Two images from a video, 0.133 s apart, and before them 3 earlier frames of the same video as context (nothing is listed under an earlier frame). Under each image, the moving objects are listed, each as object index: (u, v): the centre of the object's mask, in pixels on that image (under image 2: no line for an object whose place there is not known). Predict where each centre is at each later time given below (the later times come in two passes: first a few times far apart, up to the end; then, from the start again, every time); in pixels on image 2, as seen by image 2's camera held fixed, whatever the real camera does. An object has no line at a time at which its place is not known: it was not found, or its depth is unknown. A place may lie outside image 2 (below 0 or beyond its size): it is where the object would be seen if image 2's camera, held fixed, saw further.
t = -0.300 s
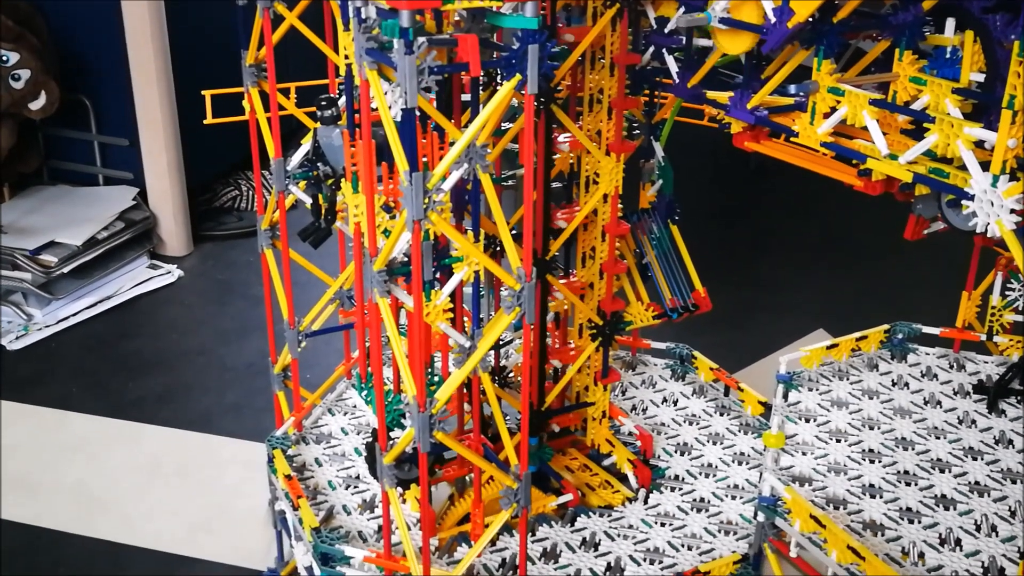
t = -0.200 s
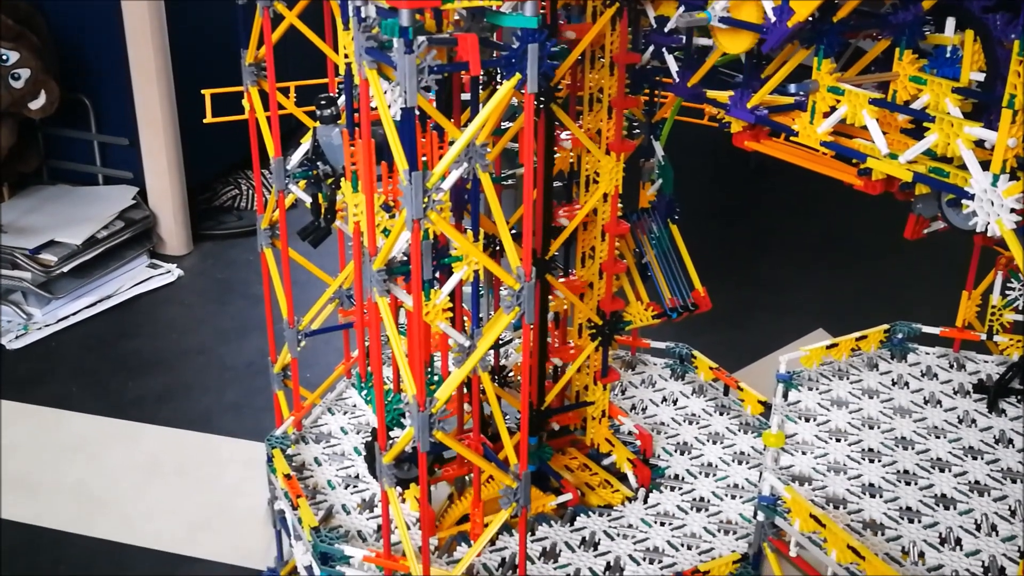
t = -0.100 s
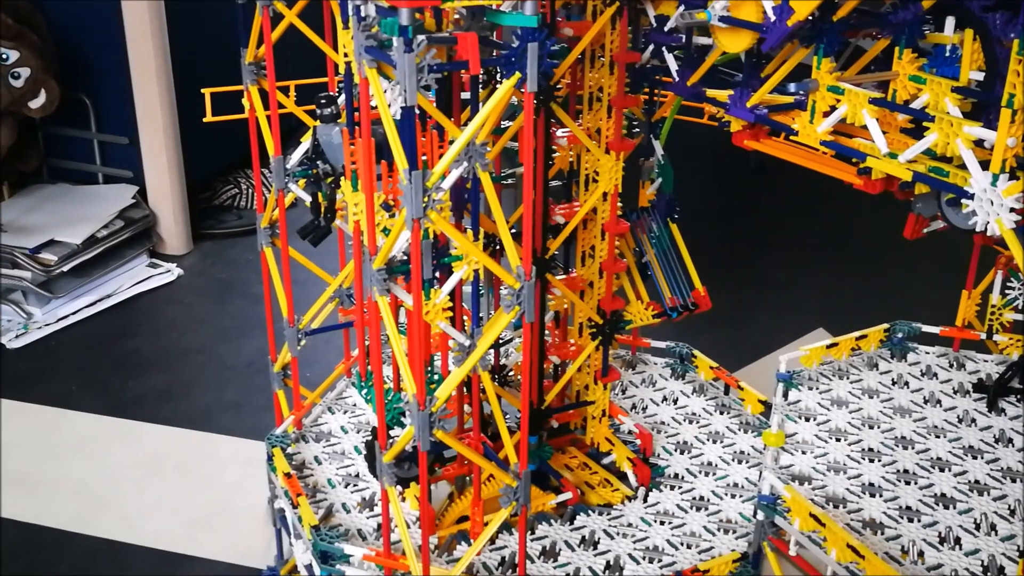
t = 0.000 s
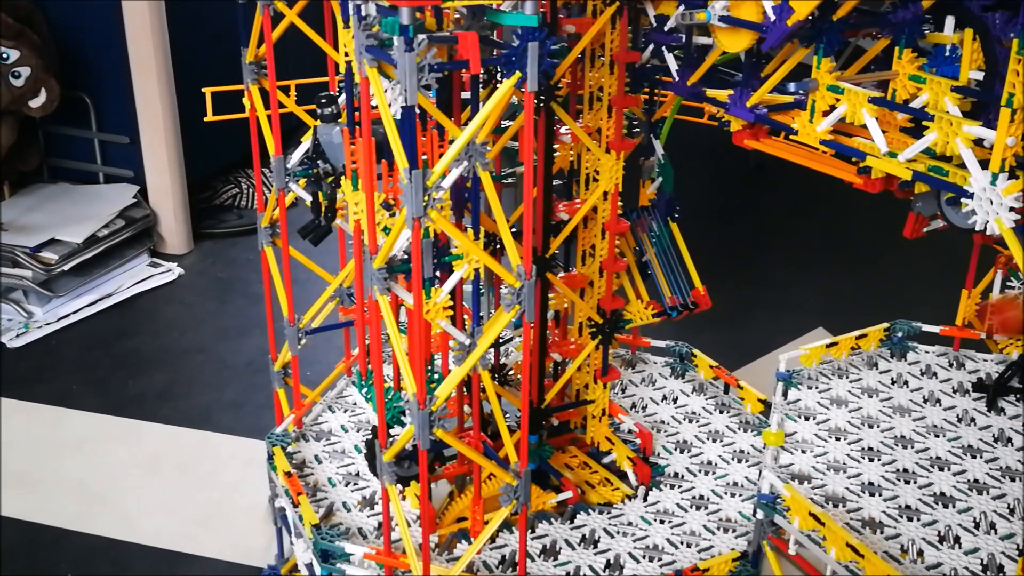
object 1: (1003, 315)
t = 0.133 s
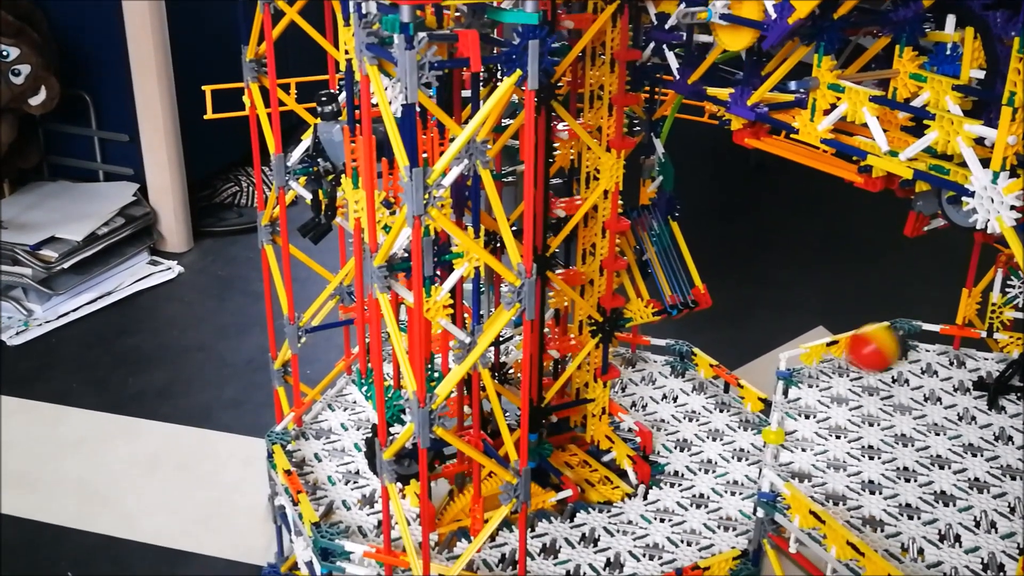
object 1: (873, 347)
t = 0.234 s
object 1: (828, 375)
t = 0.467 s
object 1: (723, 444)
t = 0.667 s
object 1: (657, 447)
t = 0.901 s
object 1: (655, 482)
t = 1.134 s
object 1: (610, 498)
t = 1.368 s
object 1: (561, 498)
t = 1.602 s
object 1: (551, 498)
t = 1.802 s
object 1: (564, 499)
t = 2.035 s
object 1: (602, 492)
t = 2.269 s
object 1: (629, 467)
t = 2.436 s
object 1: (589, 456)
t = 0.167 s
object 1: (859, 358)
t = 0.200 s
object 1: (843, 366)
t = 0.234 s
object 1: (828, 375)
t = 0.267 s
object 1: (812, 385)
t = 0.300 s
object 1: (795, 394)
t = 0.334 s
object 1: (779, 399)
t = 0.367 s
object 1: (767, 399)
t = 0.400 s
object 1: (754, 403)
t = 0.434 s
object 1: (740, 417)
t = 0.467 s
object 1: (723, 444)
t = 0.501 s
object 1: (708, 446)
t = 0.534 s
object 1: (694, 447)
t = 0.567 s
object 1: (678, 448)
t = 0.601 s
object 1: (664, 447)
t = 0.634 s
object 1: (660, 445)
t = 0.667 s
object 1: (657, 447)
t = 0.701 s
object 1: (658, 450)
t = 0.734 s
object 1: (660, 458)
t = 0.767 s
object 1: (663, 465)
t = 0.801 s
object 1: (664, 470)
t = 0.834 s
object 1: (662, 474)
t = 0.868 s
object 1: (659, 478)
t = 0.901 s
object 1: (655, 482)
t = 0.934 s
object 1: (650, 485)
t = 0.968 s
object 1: (645, 488)
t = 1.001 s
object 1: (639, 491)
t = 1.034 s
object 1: (632, 493)
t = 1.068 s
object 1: (625, 495)
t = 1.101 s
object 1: (618, 497)
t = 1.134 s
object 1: (610, 498)
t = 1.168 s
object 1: (603, 500)
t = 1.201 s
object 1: (596, 499)
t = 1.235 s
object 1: (588, 501)
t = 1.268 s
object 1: (581, 500)
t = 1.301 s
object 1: (574, 499)
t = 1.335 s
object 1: (568, 498)
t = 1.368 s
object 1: (561, 498)
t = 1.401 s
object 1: (557, 497)
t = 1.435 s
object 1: (554, 496)
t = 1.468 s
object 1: (552, 495)
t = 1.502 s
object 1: (551, 496)
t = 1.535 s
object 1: (551, 497)
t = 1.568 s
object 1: (550, 498)
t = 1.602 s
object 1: (551, 498)
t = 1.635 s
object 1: (552, 498)
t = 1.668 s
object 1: (552, 498)
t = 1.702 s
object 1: (554, 498)
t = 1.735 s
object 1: (557, 498)
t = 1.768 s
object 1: (560, 498)
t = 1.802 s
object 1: (564, 499)
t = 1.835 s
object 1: (569, 499)
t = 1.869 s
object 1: (574, 499)
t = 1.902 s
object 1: (579, 498)
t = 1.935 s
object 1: (585, 497)
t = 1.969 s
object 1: (590, 496)
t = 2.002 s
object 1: (596, 494)
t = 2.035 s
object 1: (602, 492)
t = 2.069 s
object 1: (607, 490)
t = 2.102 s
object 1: (613, 488)
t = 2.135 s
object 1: (619, 483)
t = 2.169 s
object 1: (623, 480)
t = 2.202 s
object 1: (626, 476)
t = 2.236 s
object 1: (629, 472)
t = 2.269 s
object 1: (629, 467)
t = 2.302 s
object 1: (625, 466)
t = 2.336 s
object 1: (617, 464)
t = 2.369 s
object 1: (609, 463)
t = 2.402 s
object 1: (599, 460)
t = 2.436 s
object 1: (589, 456)
